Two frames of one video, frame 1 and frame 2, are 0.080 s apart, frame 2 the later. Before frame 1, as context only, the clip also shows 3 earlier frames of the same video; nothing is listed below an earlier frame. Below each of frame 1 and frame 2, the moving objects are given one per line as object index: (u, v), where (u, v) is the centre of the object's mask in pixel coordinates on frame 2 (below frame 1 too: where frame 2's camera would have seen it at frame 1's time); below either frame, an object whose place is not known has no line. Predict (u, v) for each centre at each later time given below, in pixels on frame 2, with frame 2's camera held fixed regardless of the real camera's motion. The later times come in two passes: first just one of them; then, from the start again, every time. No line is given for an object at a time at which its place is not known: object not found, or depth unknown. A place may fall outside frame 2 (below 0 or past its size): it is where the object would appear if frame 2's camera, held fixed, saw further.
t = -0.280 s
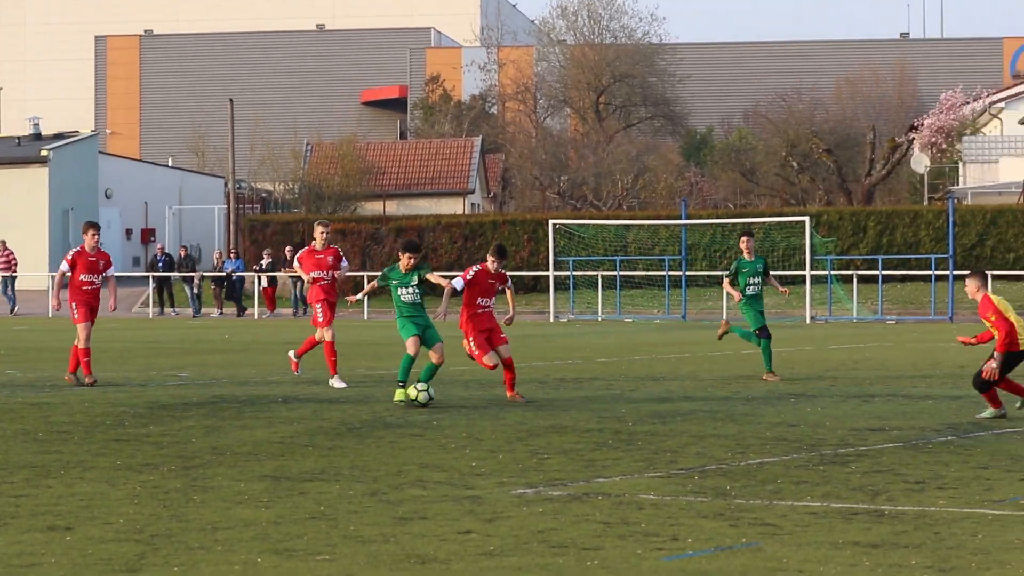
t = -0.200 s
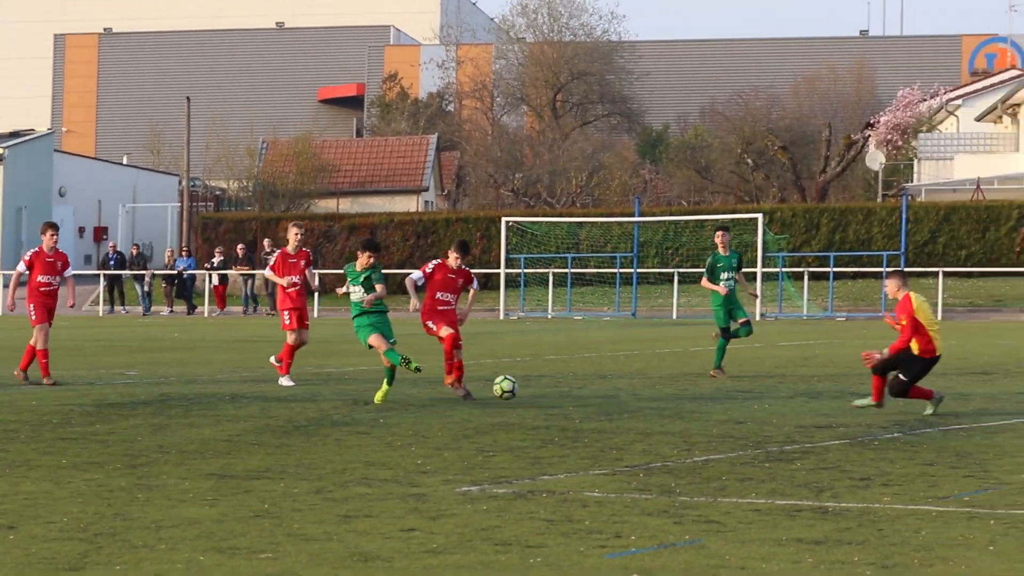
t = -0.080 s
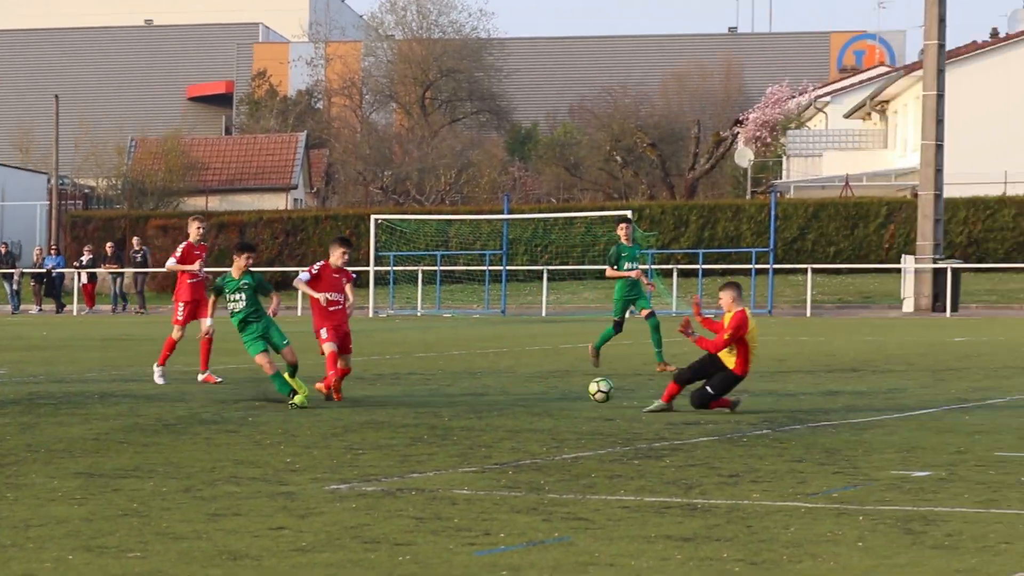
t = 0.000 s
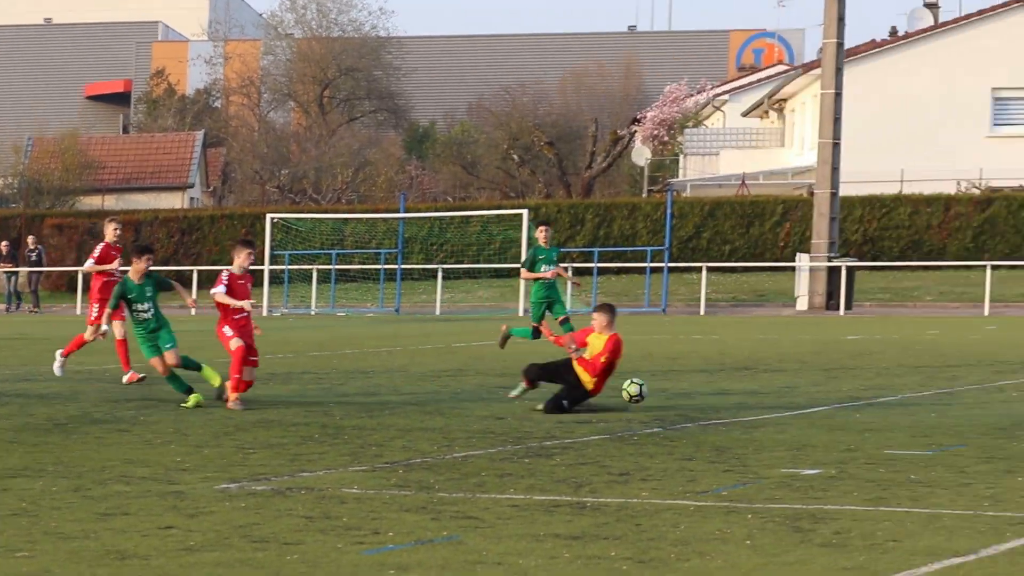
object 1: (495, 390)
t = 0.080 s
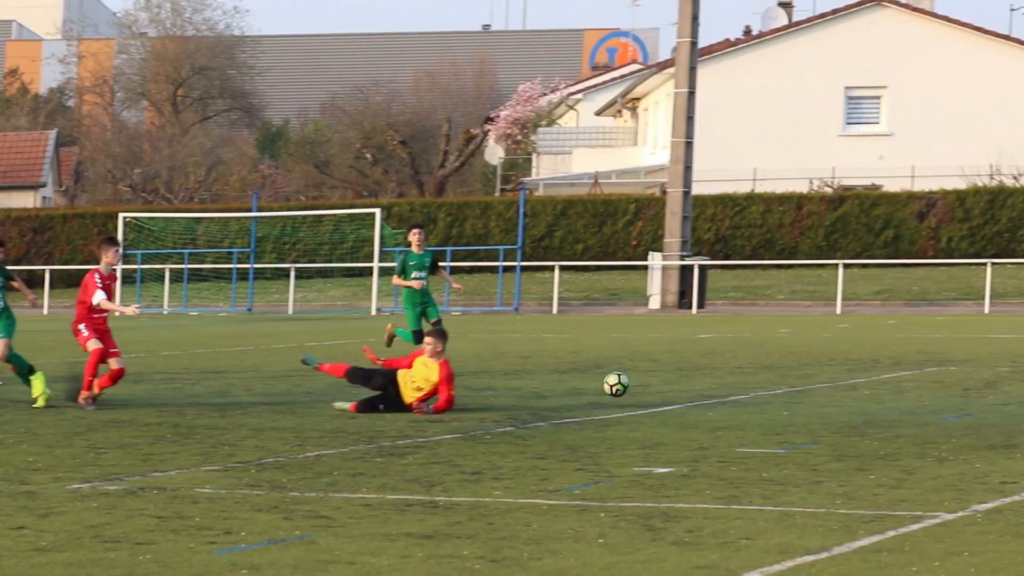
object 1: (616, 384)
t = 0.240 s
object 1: (868, 390)
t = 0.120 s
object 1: (682, 385)
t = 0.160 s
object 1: (746, 388)
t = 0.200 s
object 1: (809, 393)
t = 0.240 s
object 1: (868, 390)
